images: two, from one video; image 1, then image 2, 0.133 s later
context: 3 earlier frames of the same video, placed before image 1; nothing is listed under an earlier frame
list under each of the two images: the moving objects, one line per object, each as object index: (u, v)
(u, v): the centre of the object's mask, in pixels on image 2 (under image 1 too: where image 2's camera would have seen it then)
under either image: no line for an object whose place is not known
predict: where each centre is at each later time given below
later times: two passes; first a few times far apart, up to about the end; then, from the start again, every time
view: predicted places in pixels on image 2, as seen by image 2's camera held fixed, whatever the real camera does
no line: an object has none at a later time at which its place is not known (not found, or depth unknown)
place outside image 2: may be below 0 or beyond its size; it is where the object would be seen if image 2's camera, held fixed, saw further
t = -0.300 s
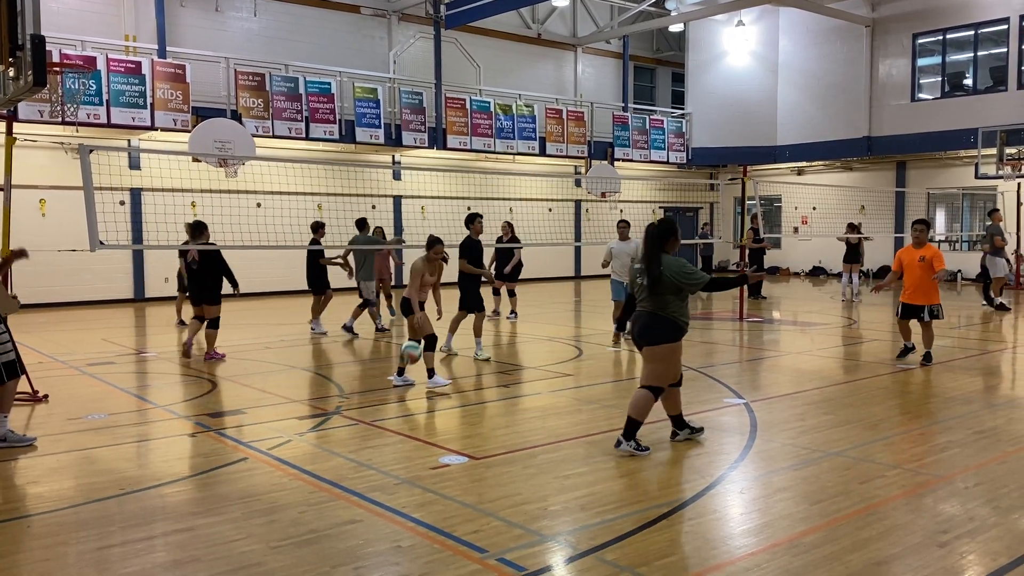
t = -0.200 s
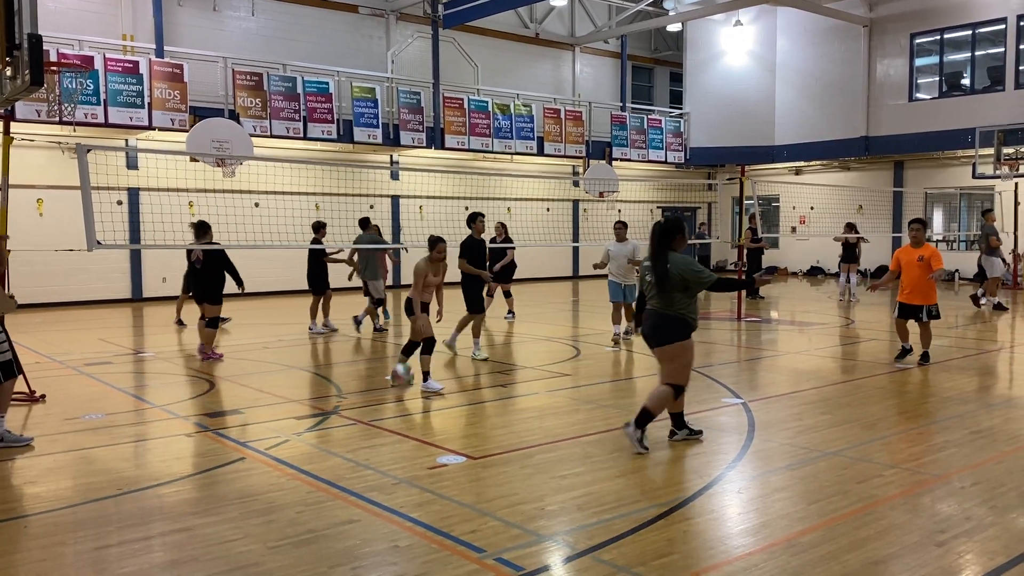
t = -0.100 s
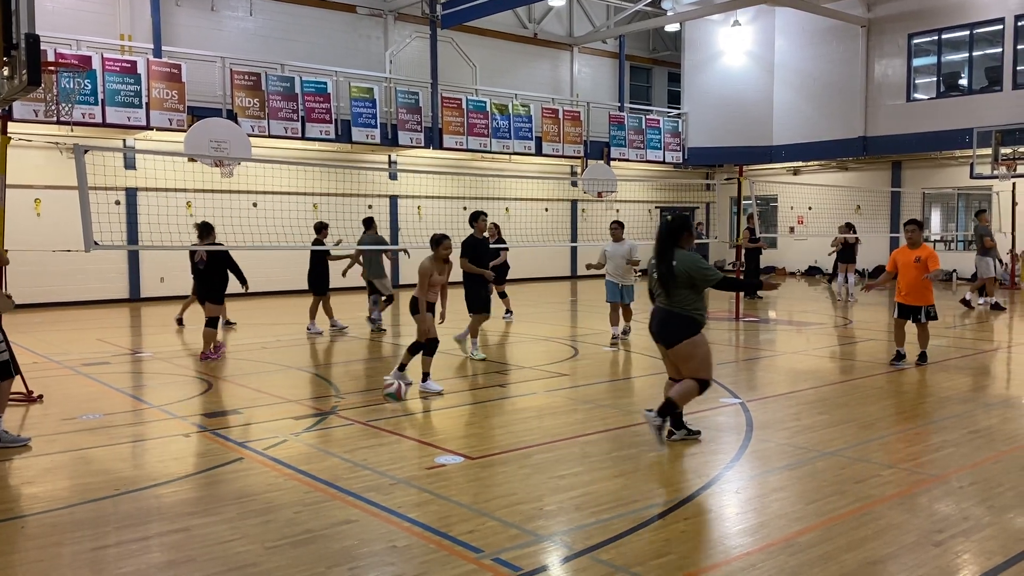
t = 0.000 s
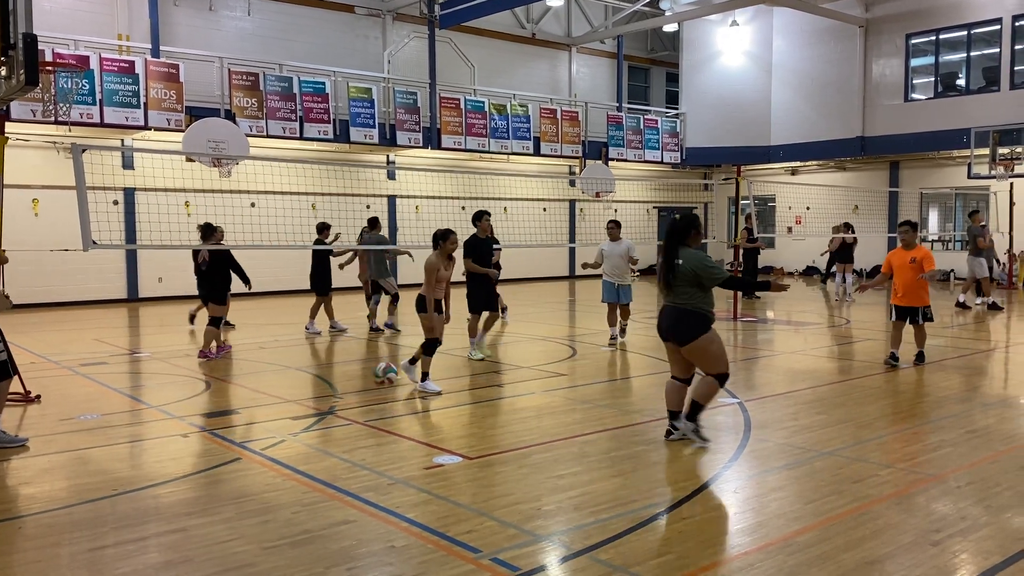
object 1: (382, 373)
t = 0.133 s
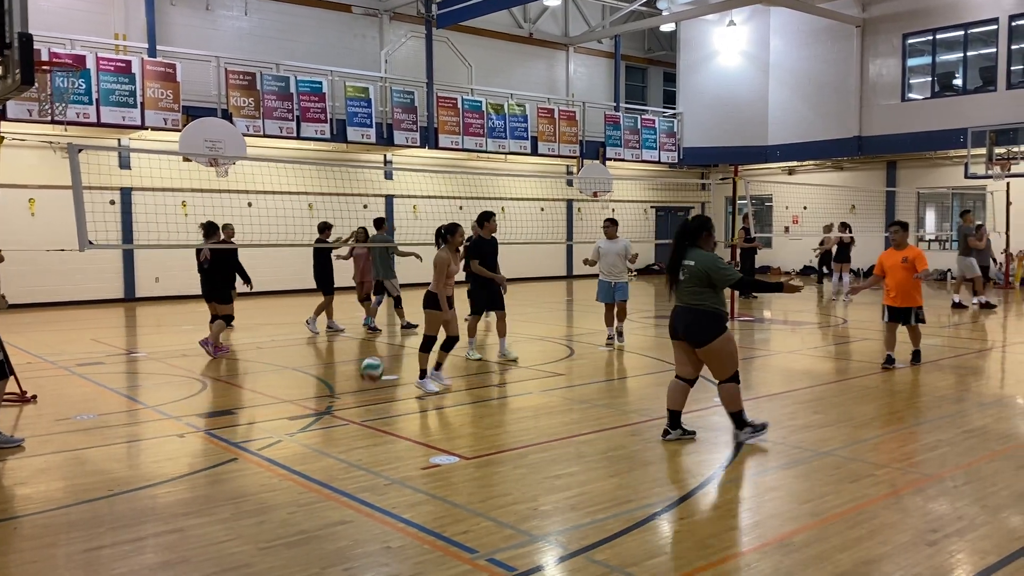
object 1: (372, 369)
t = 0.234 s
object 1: (364, 379)
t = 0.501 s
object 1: (342, 398)
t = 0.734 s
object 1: (322, 412)
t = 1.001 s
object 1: (297, 421)
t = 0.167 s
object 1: (369, 372)
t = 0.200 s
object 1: (366, 374)
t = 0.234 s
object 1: (364, 379)
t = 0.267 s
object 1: (362, 385)
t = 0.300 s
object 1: (359, 393)
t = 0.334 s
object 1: (356, 401)
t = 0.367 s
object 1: (354, 412)
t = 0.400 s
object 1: (351, 414)
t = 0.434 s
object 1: (348, 407)
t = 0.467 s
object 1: (345, 401)
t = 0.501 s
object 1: (342, 398)
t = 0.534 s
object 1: (338, 396)
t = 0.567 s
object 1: (336, 396)
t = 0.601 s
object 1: (333, 395)
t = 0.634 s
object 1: (330, 398)
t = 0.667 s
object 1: (328, 400)
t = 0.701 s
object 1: (324, 405)
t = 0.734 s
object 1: (322, 412)
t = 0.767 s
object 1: (320, 420)
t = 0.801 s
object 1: (317, 430)
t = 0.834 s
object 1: (313, 438)
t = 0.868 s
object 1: (310, 432)
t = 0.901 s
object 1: (307, 427)
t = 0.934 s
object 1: (304, 424)
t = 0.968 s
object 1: (301, 422)
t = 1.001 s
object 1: (297, 421)
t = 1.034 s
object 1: (295, 423)
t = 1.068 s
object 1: (291, 426)
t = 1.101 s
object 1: (289, 430)
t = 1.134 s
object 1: (286, 435)
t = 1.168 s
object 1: (282, 444)
